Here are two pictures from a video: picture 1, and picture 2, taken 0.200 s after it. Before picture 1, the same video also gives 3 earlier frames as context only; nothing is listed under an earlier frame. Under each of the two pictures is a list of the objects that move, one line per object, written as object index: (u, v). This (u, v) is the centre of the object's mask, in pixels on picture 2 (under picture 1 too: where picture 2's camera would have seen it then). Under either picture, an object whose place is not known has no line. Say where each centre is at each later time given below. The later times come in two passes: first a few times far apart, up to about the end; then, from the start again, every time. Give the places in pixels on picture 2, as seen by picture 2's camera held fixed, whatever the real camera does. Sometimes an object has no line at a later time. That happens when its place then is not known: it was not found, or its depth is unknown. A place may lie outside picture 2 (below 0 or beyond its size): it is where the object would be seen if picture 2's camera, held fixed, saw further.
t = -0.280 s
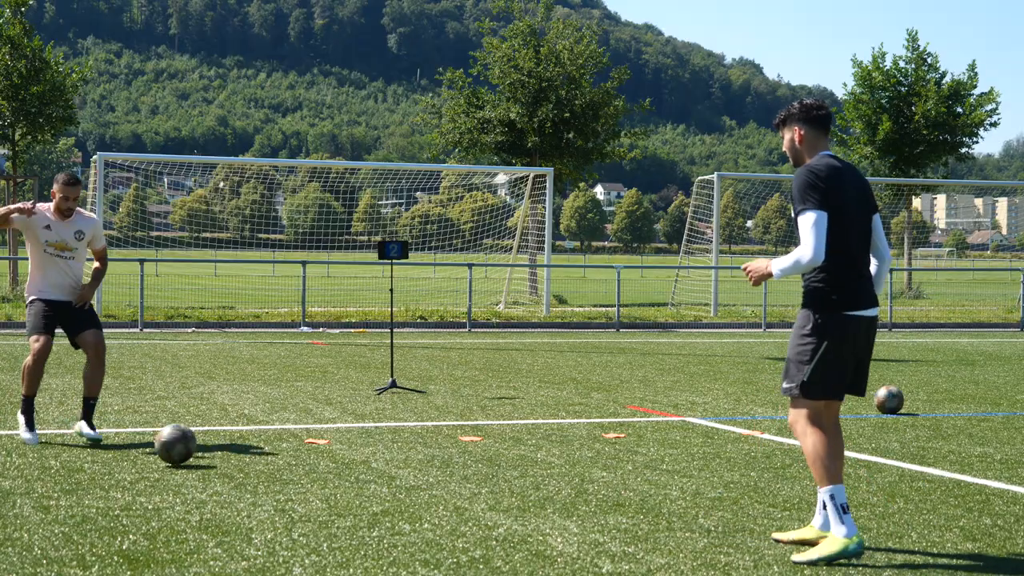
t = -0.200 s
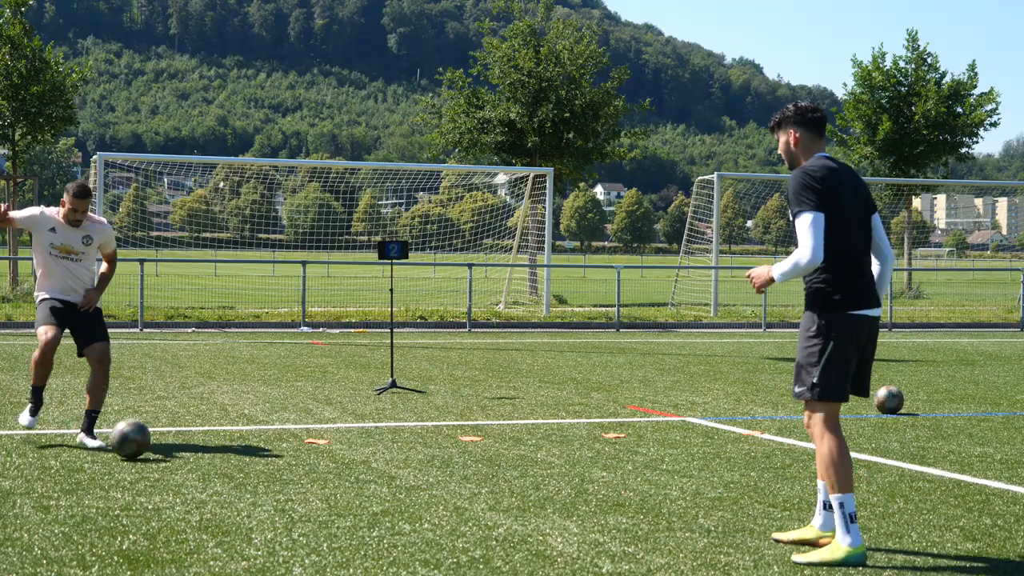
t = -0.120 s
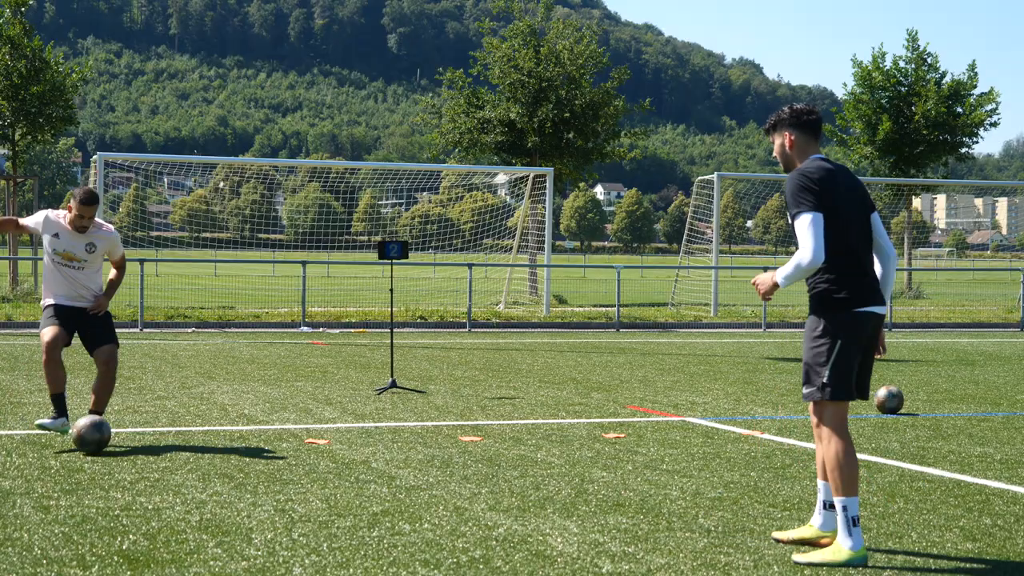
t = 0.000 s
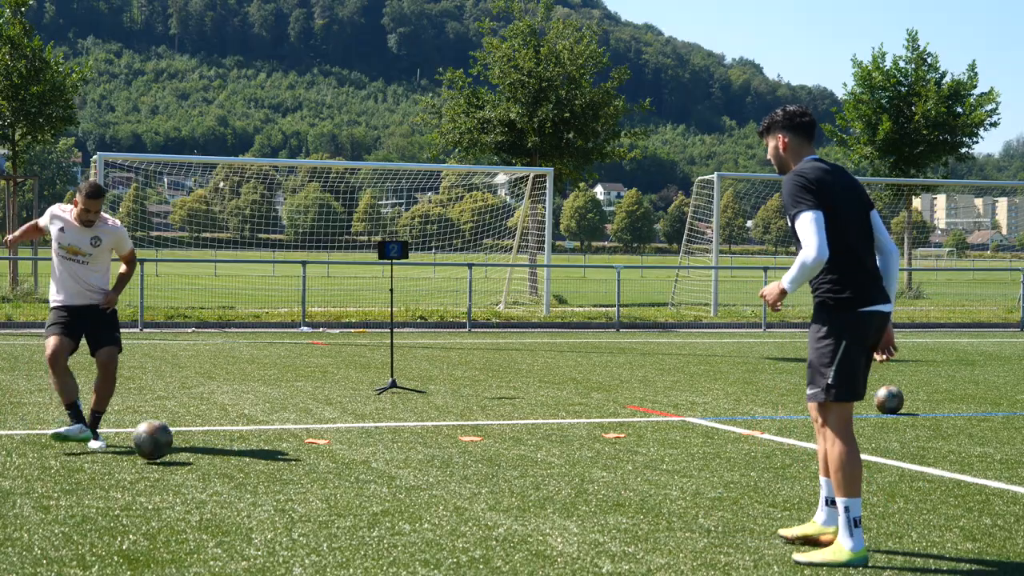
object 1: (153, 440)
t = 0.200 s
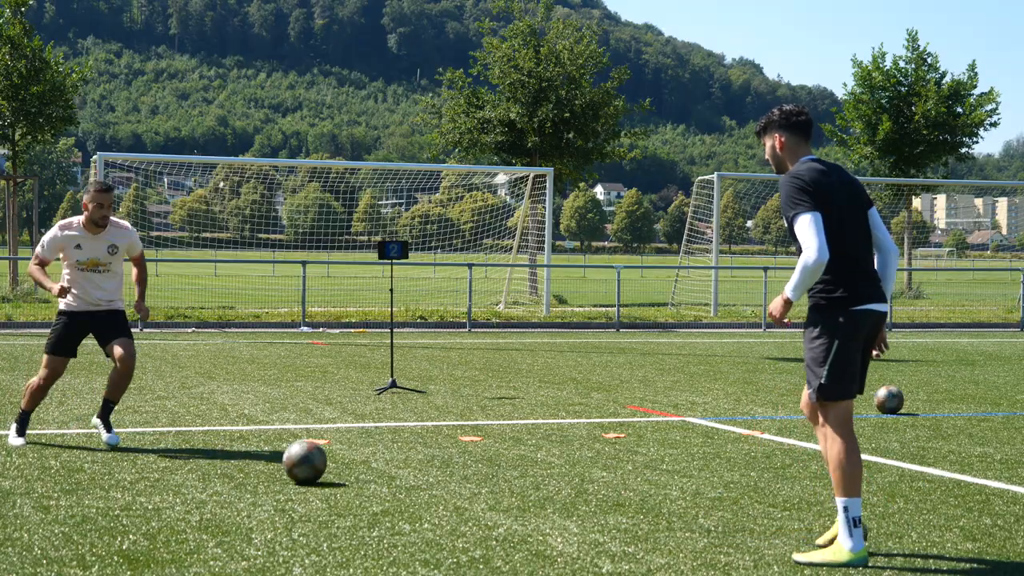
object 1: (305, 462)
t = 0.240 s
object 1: (335, 466)
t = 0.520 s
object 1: (539, 488)
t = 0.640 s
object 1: (627, 499)
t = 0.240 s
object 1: (335, 466)
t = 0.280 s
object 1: (364, 467)
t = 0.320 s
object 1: (394, 471)
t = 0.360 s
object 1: (424, 477)
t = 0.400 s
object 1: (452, 478)
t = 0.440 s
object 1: (482, 482)
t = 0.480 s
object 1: (511, 487)
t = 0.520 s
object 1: (539, 488)
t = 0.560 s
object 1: (568, 492)
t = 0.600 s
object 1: (597, 496)
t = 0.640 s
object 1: (627, 499)
